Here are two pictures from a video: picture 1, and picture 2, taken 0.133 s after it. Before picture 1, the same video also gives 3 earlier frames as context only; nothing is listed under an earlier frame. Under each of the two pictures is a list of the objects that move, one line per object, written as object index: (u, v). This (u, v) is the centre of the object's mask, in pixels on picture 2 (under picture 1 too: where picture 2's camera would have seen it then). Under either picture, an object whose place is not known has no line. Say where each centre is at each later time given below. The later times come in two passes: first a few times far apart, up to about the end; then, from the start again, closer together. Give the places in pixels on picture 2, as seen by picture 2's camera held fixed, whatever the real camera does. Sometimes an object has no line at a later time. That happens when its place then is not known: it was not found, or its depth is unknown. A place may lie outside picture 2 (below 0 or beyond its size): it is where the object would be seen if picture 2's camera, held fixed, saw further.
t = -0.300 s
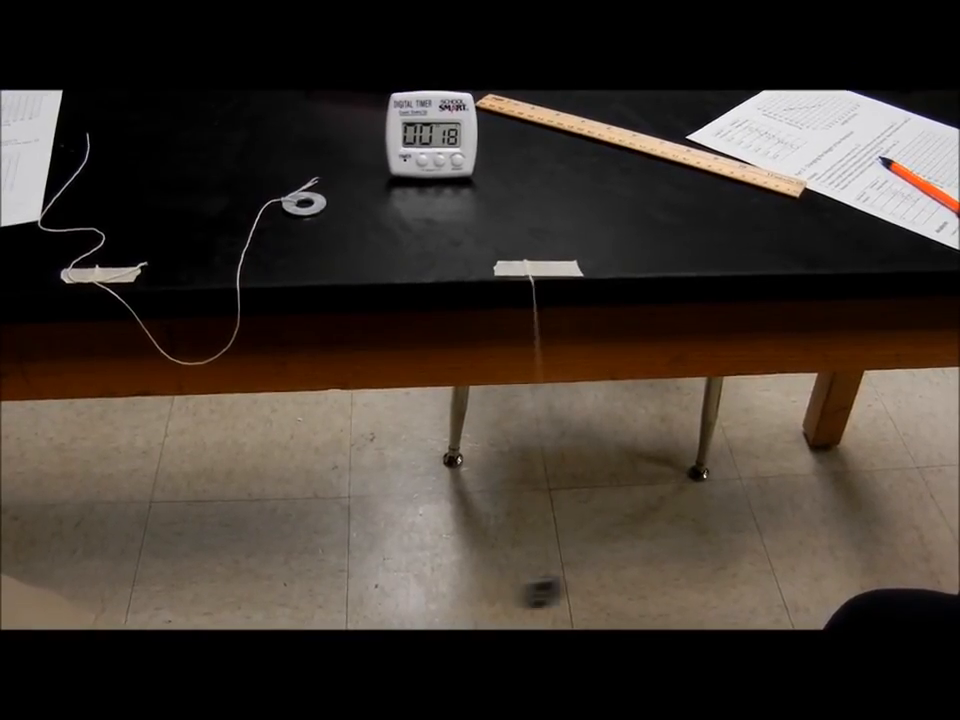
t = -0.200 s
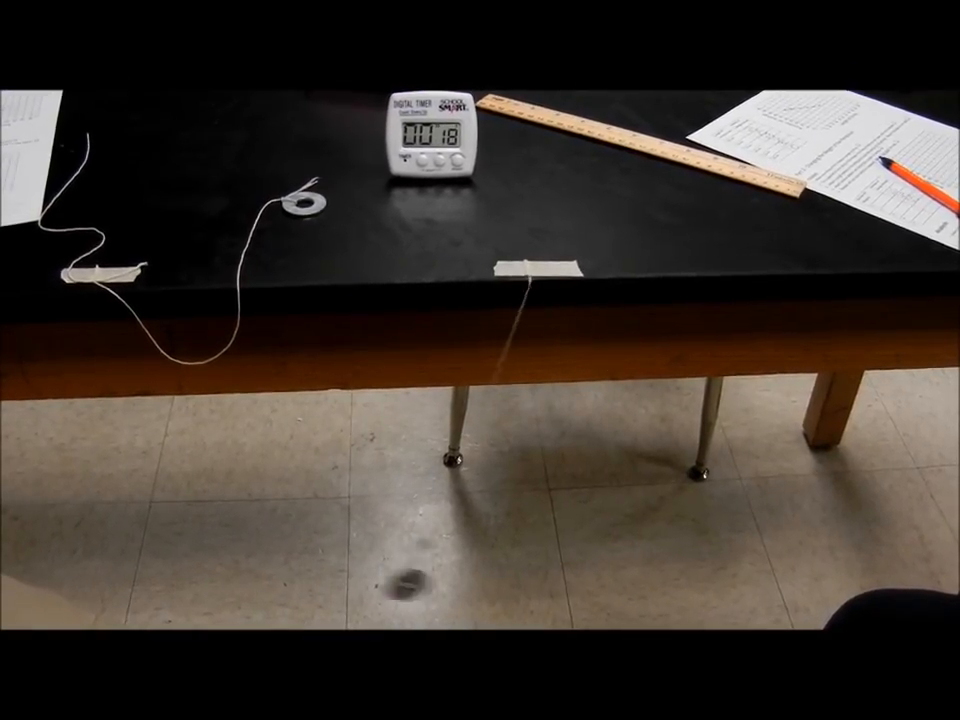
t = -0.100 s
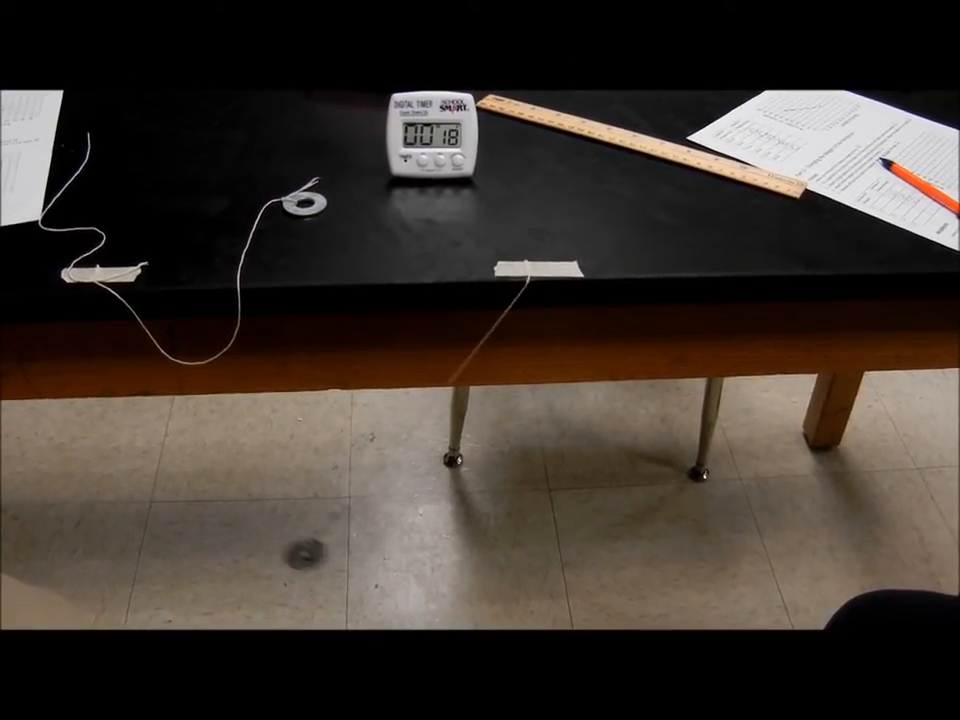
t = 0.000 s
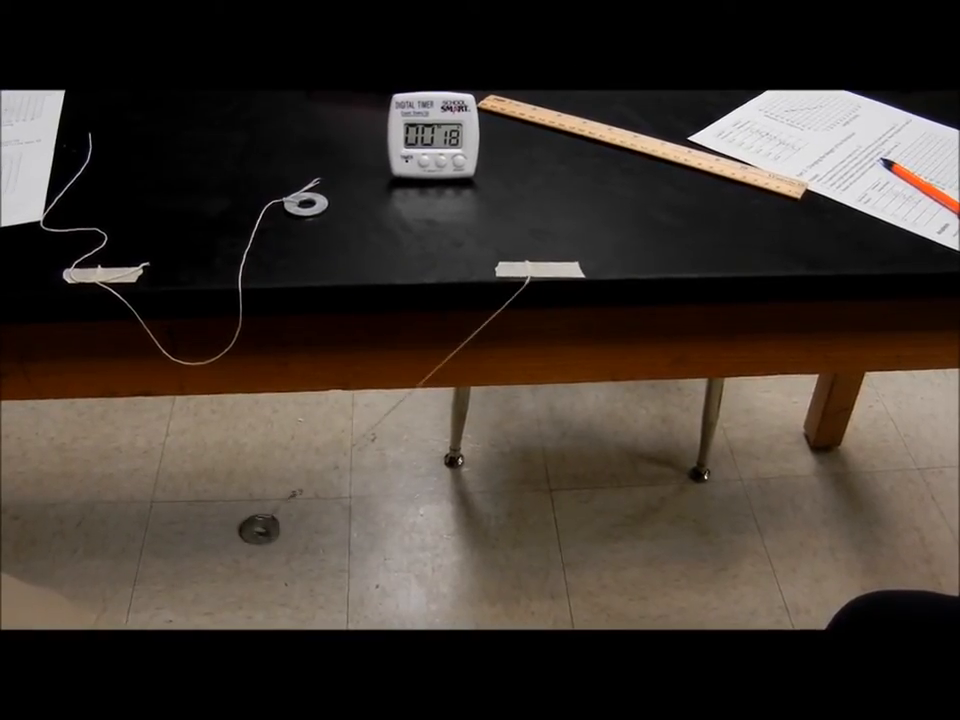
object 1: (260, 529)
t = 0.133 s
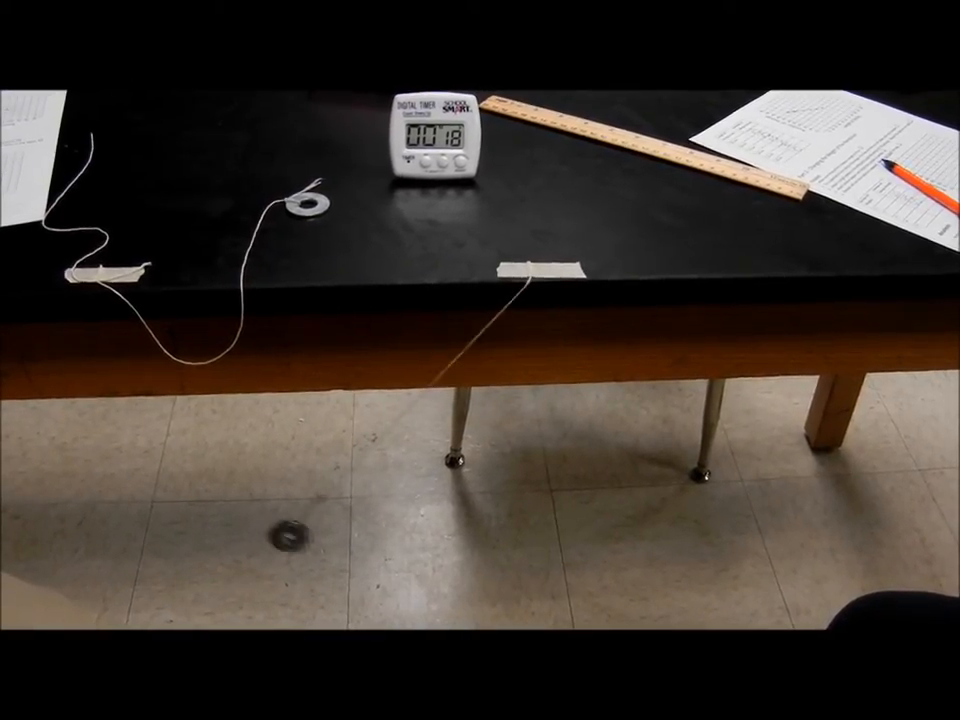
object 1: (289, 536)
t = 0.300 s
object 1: (459, 574)
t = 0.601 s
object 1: (757, 536)
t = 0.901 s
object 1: (586, 589)
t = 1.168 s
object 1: (296, 536)
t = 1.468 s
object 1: (386, 560)
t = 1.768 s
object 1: (720, 556)
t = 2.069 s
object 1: (651, 580)
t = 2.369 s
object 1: (321, 541)
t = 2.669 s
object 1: (364, 554)
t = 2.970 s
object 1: (694, 569)
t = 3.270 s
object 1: (671, 574)
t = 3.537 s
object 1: (375, 557)
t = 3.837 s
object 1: (326, 541)
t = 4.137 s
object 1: (642, 582)
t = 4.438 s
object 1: (708, 563)
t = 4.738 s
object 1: (399, 562)
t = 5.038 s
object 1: (319, 542)
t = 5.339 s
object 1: (616, 586)
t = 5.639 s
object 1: (709, 558)
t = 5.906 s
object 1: (456, 572)
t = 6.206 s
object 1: (306, 541)
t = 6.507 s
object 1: (555, 592)
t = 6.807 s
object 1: (718, 549)
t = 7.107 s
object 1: (478, 574)
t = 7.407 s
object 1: (310, 550)
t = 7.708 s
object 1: (536, 593)
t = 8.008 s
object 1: (713, 544)
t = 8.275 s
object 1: (535, 571)
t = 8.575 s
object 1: (316, 557)
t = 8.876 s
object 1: (483, 594)
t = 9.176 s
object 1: (702, 541)
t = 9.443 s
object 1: (577, 567)
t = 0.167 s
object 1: (312, 544)
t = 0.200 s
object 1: (342, 553)
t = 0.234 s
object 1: (378, 562)
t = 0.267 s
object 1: (417, 569)
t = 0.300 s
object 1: (459, 574)
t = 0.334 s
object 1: (504, 576)
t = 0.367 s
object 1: (548, 575)
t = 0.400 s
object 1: (592, 572)
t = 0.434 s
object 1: (634, 567)
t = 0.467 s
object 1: (670, 560)
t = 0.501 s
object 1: (700, 552)
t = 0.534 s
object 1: (725, 545)
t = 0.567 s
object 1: (744, 540)
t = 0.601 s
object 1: (757, 536)
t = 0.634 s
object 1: (763, 534)
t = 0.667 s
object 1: (763, 536)
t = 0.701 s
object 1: (757, 541)
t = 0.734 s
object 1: (744, 547)
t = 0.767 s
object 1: (724, 556)
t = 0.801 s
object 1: (697, 565)
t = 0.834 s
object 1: (665, 575)
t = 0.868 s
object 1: (628, 583)
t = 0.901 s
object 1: (586, 589)
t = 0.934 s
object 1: (543, 592)
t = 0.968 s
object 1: (497, 591)
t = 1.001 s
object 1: (453, 587)
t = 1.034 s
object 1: (411, 579)
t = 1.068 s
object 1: (376, 569)
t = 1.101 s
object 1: (344, 558)
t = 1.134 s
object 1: (317, 547)
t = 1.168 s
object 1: (296, 536)
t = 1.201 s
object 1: (282, 528)
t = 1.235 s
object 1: (273, 522)
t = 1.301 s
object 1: (275, 521)
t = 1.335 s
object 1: (285, 525)
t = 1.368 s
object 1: (302, 532)
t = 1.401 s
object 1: (325, 541)
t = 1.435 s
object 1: (353, 551)
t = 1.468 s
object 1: (386, 560)
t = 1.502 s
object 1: (424, 568)
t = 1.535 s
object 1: (466, 575)
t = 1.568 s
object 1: (510, 579)
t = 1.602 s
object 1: (553, 580)
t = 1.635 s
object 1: (594, 578)
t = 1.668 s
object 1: (633, 574)
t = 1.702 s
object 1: (667, 569)
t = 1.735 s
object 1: (696, 563)
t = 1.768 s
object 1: (720, 556)
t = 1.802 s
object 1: (738, 551)
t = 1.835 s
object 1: (751, 548)
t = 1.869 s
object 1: (756, 547)
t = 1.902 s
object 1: (755, 548)
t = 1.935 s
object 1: (747, 552)
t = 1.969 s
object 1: (731, 558)
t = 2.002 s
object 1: (711, 565)
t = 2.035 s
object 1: (684, 573)
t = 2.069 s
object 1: (651, 580)
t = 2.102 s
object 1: (613, 586)
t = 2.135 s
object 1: (574, 589)
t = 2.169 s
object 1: (532, 589)
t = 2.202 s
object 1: (490, 587)
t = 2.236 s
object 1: (449, 580)
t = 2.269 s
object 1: (411, 572)
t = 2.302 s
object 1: (376, 562)
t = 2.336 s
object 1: (345, 551)
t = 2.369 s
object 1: (321, 541)
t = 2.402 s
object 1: (302, 532)
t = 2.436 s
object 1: (289, 525)
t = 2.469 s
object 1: (282, 520)
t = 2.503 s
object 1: (280, 520)
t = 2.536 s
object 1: (285, 521)
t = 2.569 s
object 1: (296, 526)
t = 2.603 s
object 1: (313, 534)
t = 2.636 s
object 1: (336, 543)
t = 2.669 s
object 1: (364, 554)
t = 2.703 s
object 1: (397, 564)
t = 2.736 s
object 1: (435, 573)
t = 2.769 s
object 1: (474, 580)
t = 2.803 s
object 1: (516, 584)
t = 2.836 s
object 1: (557, 586)
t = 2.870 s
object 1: (597, 584)
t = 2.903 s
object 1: (634, 580)
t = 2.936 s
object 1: (666, 575)
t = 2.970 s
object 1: (694, 569)
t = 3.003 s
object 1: (717, 563)
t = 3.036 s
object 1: (734, 558)
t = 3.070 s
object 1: (744, 555)
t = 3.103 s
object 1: (747, 553)
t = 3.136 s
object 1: (745, 554)
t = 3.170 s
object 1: (735, 558)
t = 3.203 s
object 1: (720, 562)
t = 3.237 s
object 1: (698, 568)
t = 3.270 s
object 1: (671, 574)
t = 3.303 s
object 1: (638, 580)
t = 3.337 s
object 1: (602, 583)
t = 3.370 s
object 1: (562, 585)
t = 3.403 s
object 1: (523, 584)
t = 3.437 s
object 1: (481, 580)
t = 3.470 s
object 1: (444, 574)
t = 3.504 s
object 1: (407, 566)
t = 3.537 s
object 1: (375, 557)
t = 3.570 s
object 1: (346, 547)
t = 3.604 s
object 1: (325, 538)
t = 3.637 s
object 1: (307, 530)
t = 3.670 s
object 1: (295, 525)
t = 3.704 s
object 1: (289, 522)
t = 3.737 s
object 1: (289, 523)
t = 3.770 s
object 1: (296, 526)
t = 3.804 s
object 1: (309, 532)
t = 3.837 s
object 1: (326, 541)
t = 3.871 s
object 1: (350, 551)
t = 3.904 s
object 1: (379, 561)
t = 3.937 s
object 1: (412, 571)
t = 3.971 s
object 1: (450, 580)
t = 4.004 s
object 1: (490, 585)
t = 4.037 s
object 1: (531, 588)
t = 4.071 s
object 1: (569, 589)
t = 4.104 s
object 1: (609, 586)
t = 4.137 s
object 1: (642, 582)
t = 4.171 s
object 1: (673, 576)
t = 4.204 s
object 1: (698, 570)
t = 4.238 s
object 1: (717, 565)
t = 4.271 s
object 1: (731, 560)
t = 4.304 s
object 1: (738, 557)
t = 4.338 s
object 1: (740, 556)
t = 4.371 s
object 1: (735, 556)
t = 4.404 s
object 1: (725, 559)
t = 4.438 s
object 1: (708, 563)
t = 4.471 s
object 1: (686, 568)
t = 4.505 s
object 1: (658, 574)
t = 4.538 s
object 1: (626, 579)
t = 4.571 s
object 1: (590, 581)
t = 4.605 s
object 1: (552, 581)
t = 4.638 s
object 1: (512, 579)
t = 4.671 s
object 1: (471, 576)
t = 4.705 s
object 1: (433, 570)
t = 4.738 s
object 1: (399, 562)
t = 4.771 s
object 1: (370, 554)
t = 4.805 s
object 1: (345, 545)
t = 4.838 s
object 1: (324, 538)
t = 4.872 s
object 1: (310, 532)
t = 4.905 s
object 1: (300, 529)
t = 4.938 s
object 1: (296, 528)
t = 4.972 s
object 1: (298, 530)
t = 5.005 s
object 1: (306, 535)
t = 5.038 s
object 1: (319, 542)
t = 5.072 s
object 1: (338, 551)
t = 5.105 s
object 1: (363, 561)
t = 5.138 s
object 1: (392, 570)
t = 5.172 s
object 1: (427, 579)
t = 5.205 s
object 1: (464, 586)
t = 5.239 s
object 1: (502, 590)
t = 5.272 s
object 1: (540, 590)
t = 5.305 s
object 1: (579, 590)
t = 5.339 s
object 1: (616, 586)
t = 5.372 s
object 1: (646, 582)
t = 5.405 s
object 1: (674, 575)
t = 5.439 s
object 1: (696, 569)
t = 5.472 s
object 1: (713, 562)
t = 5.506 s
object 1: (725, 558)
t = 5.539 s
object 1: (730, 555)
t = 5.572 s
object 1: (729, 554)
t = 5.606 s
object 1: (722, 555)
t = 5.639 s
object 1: (709, 558)
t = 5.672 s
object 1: (691, 562)
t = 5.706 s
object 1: (666, 567)
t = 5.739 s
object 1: (636, 571)
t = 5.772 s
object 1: (605, 575)
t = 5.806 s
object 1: (569, 577)
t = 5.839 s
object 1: (532, 577)
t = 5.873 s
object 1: (493, 575)
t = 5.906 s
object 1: (456, 572)
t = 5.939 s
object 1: (422, 567)
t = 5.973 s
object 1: (391, 560)
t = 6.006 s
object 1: (364, 553)
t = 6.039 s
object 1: (341, 547)
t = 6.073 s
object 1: (323, 542)
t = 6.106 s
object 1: (310, 538)
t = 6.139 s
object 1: (303, 537)
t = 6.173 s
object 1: (301, 538)
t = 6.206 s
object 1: (306, 541)
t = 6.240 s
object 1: (316, 547)
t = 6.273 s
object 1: (331, 555)
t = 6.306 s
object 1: (353, 563)
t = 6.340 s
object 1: (380, 572)
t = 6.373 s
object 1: (410, 580)
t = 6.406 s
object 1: (444, 586)
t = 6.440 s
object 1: (481, 591)
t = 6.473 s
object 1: (518, 593)
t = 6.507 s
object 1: (555, 592)
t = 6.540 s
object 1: (590, 588)
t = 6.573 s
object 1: (624, 583)
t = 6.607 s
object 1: (652, 577)
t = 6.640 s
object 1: (677, 570)
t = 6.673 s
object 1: (697, 562)
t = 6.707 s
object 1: (710, 556)
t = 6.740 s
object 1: (719, 552)
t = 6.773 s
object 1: (722, 549)
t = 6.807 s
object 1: (718, 549)
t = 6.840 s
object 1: (709, 550)
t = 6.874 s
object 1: (694, 553)
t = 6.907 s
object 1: (675, 558)
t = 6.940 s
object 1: (650, 562)
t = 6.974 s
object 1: (620, 567)
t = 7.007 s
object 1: (588, 571)
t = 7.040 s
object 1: (552, 573)
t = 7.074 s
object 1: (515, 574)
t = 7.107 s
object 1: (478, 574)
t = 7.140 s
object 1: (444, 572)
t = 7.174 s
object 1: (412, 567)
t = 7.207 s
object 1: (382, 563)
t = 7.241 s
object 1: (357, 557)
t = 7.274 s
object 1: (338, 553)
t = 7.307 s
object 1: (322, 549)
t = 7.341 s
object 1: (312, 547)
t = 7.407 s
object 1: (310, 550)
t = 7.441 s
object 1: (316, 554)
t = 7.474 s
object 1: (329, 560)
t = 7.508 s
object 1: (347, 568)
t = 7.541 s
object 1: (370, 575)
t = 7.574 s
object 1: (397, 583)
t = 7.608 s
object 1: (429, 589)
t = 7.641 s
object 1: (464, 593)
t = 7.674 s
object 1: (499, 594)
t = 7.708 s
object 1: (536, 593)
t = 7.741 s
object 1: (573, 590)
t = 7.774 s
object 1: (604, 584)
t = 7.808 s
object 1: (634, 577)
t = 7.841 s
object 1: (660, 569)
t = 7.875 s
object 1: (682, 562)
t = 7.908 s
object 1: (697, 555)
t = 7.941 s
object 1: (708, 549)
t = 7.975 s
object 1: (713, 546)
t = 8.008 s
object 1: (713, 544)
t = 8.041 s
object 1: (706, 544)
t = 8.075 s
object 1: (695, 546)
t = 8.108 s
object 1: (679, 550)
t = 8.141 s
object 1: (658, 554)
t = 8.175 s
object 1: (631, 560)
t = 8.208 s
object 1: (602, 565)
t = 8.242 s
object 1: (569, 569)
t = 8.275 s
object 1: (535, 571)
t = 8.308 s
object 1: (498, 573)
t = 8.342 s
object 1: (463, 574)
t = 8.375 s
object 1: (430, 572)
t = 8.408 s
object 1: (401, 569)
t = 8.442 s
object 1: (374, 565)
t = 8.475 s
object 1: (352, 562)
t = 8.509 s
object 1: (335, 559)
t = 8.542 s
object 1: (322, 557)
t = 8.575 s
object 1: (316, 557)
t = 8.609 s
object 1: (314, 559)
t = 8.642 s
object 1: (318, 562)
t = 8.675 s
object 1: (328, 567)
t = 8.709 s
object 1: (343, 573)
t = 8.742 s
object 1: (363, 579)
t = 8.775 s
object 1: (388, 585)
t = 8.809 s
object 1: (418, 590)
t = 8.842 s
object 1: (450, 593)
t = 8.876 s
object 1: (483, 594)
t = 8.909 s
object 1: (519, 593)
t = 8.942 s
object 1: (553, 589)
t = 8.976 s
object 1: (585, 584)
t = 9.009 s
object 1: (615, 577)
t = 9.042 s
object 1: (642, 569)
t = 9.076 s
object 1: (664, 561)
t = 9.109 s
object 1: (681, 553)
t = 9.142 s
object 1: (694, 546)
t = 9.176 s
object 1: (702, 541)
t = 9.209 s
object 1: (703, 539)
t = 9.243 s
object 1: (700, 538)
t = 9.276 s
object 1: (692, 539)
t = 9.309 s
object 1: (677, 543)
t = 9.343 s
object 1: (659, 549)
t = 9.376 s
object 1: (635, 554)
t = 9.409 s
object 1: (607, 561)
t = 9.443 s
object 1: (577, 567)
